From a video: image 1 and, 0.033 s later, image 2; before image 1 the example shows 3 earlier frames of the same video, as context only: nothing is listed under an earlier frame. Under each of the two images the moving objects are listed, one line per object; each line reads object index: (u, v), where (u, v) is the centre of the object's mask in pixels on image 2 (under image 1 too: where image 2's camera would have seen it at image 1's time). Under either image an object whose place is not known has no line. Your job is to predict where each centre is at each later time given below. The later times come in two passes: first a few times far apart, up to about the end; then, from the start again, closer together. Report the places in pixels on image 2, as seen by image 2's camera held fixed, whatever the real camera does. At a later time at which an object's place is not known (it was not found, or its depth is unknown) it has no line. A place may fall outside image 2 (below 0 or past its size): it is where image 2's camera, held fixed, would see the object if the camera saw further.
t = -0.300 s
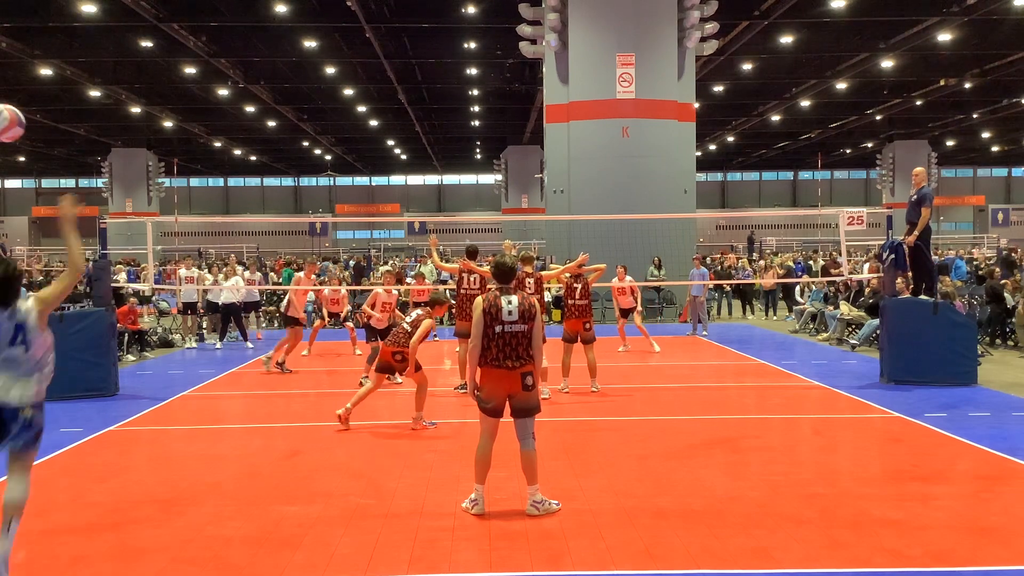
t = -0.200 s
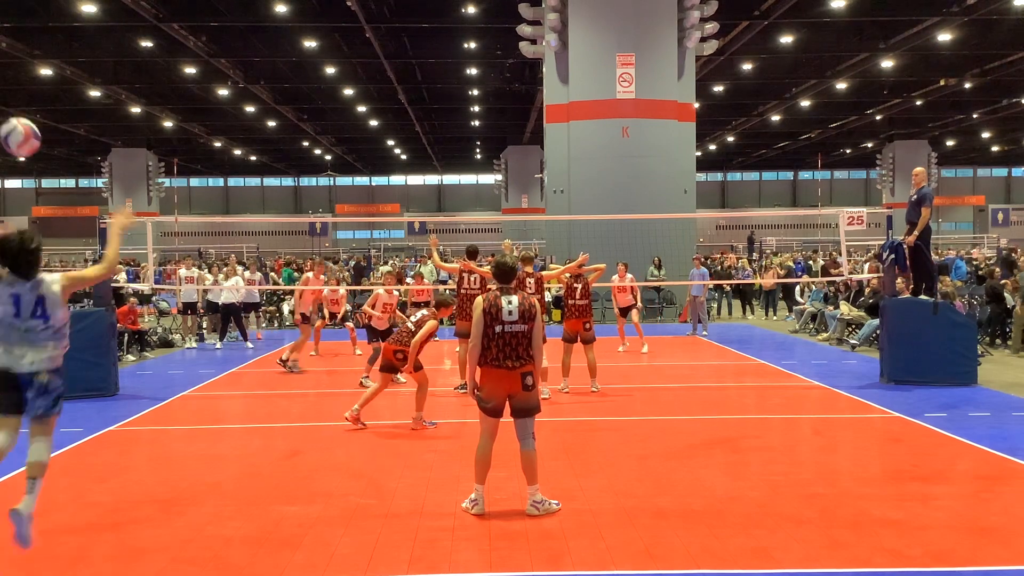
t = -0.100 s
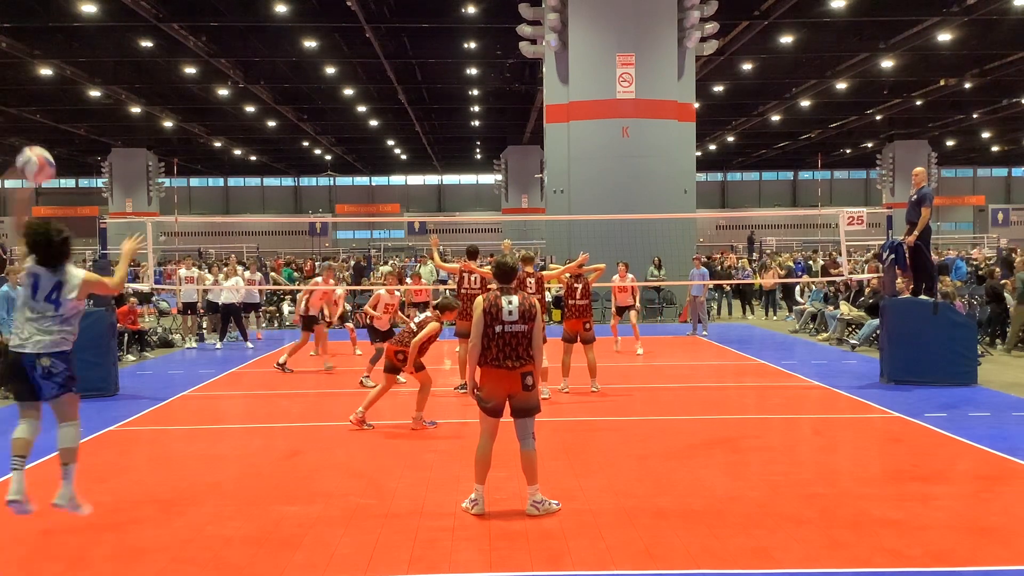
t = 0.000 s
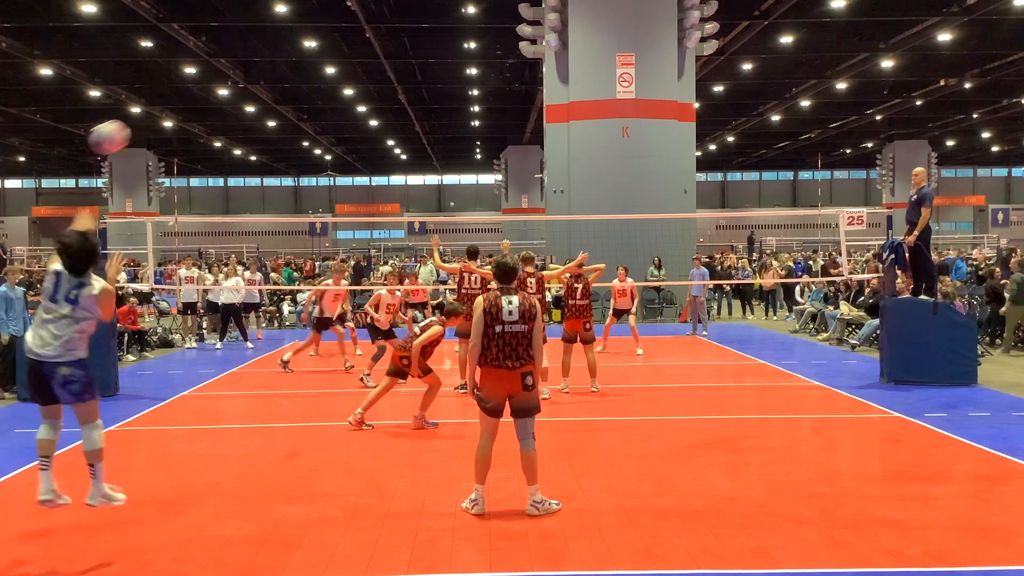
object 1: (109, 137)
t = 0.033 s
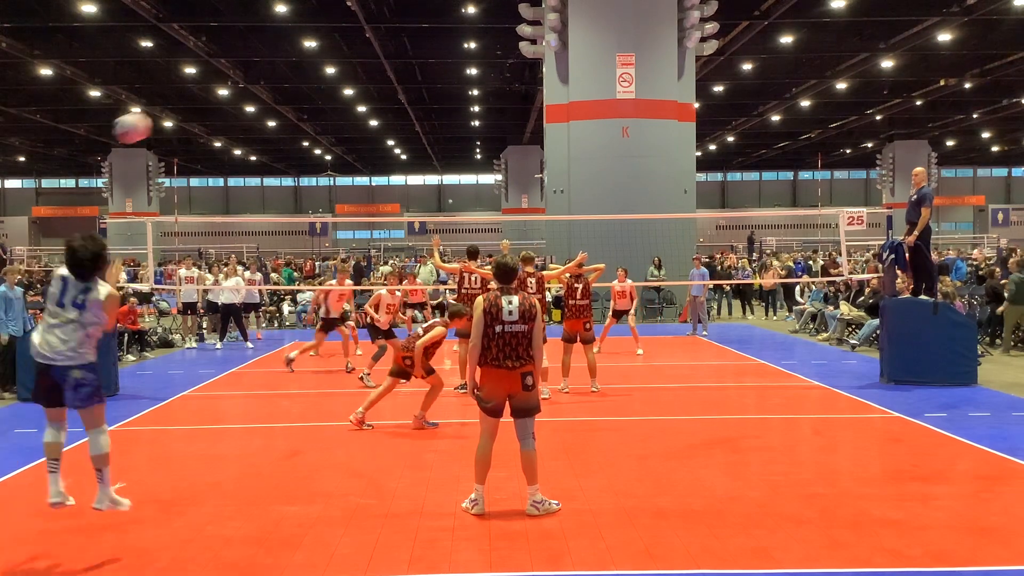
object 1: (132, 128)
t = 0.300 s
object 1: (258, 114)
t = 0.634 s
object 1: (348, 176)
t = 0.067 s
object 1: (153, 120)
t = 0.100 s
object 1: (173, 115)
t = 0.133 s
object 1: (190, 111)
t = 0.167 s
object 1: (205, 109)
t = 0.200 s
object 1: (220, 109)
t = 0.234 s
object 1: (233, 110)
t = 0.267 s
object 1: (246, 112)
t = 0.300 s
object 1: (258, 114)
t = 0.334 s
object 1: (269, 118)
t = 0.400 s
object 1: (291, 128)
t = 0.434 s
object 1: (300, 133)
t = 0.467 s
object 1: (309, 139)
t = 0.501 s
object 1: (318, 146)
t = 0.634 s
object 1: (348, 176)
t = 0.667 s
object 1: (355, 188)
